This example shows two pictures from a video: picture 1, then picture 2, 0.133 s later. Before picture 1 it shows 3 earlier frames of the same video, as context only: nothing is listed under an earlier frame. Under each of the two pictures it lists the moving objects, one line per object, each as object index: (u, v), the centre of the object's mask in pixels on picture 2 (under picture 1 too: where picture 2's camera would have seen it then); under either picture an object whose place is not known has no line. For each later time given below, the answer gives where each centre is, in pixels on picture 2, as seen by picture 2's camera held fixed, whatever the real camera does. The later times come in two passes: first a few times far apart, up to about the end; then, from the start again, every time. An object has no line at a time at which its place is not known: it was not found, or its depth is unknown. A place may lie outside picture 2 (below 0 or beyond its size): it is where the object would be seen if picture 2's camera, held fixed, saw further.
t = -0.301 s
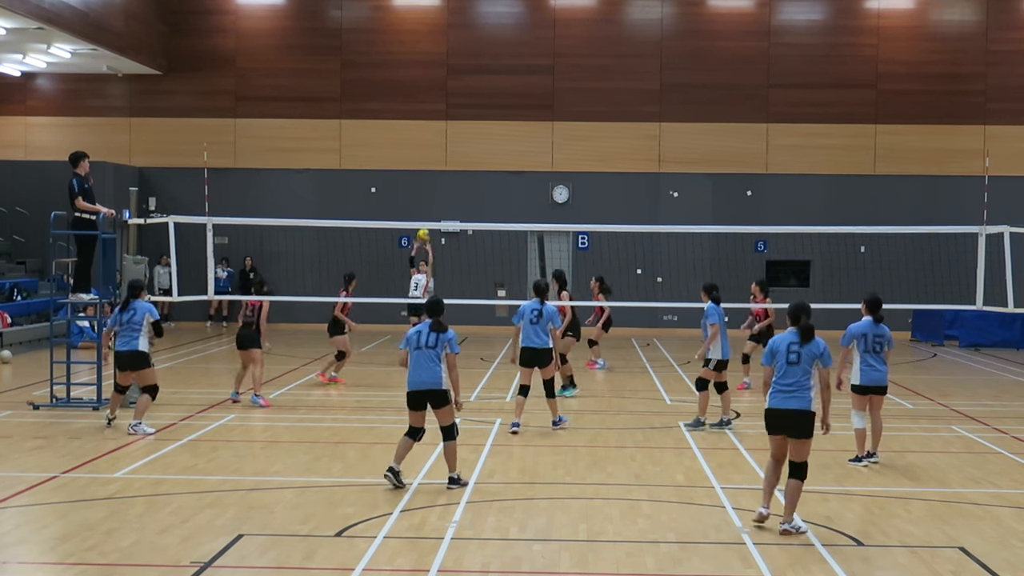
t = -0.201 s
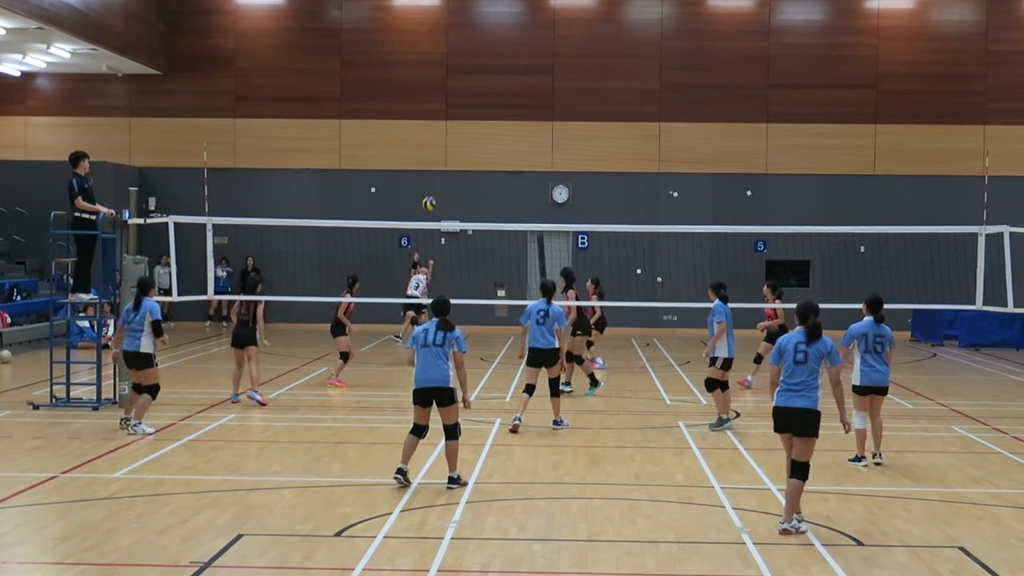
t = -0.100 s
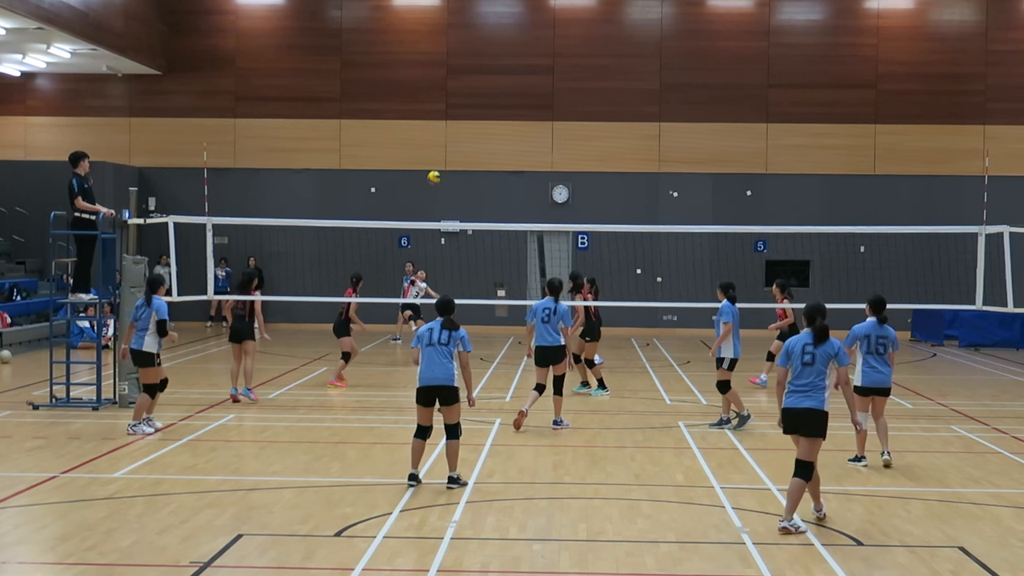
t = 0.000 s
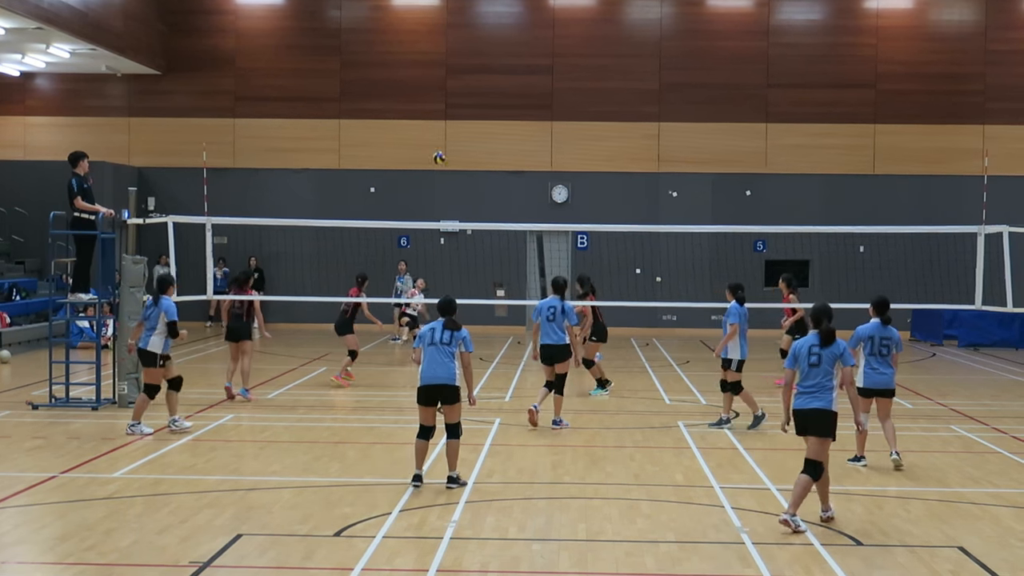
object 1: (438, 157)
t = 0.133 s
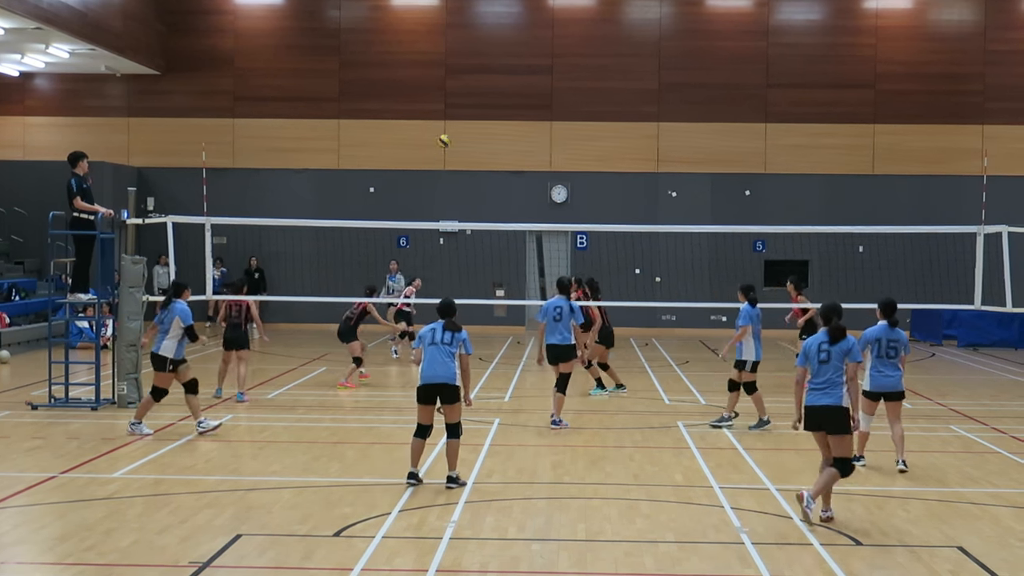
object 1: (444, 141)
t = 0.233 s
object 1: (449, 135)
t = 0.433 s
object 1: (458, 142)
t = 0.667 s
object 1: (467, 179)
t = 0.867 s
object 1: (475, 235)
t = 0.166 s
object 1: (446, 138)
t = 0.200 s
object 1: (447, 136)
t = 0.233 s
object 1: (449, 135)
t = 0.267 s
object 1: (451, 134)
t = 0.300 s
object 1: (452, 134)
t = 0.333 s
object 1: (454, 135)
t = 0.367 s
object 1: (454, 137)
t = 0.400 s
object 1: (457, 139)
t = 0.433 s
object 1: (458, 142)
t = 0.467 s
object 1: (459, 145)
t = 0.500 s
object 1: (460, 148)
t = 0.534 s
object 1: (462, 153)
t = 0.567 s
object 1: (463, 159)
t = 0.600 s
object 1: (465, 165)
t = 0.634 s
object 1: (466, 172)
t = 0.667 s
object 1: (467, 179)
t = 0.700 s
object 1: (469, 186)
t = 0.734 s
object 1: (470, 194)
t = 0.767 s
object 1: (471, 203)
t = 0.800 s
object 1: (473, 213)
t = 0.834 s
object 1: (474, 220)
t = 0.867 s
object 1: (475, 235)
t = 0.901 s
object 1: (476, 245)
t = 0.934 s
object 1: (478, 256)
